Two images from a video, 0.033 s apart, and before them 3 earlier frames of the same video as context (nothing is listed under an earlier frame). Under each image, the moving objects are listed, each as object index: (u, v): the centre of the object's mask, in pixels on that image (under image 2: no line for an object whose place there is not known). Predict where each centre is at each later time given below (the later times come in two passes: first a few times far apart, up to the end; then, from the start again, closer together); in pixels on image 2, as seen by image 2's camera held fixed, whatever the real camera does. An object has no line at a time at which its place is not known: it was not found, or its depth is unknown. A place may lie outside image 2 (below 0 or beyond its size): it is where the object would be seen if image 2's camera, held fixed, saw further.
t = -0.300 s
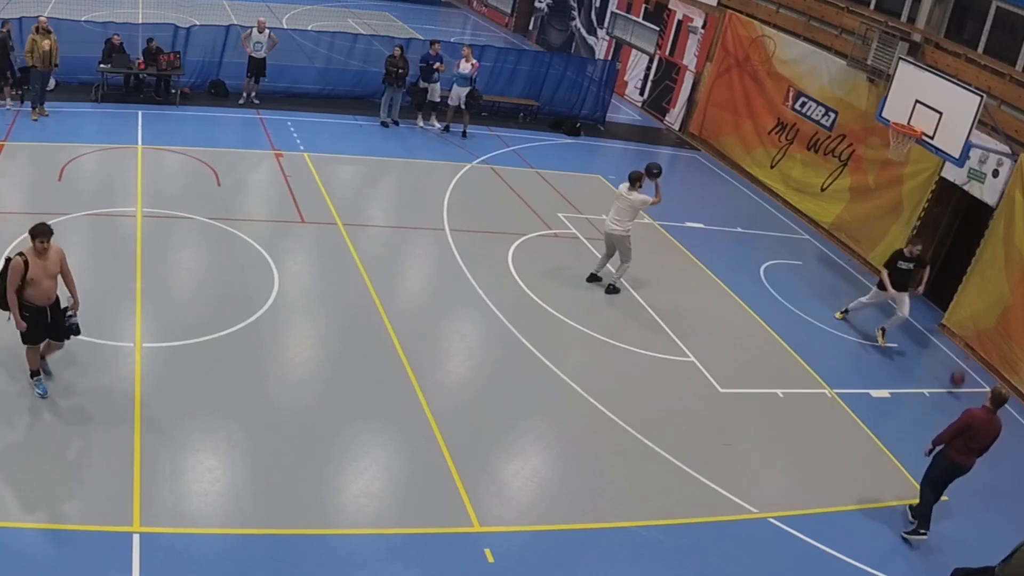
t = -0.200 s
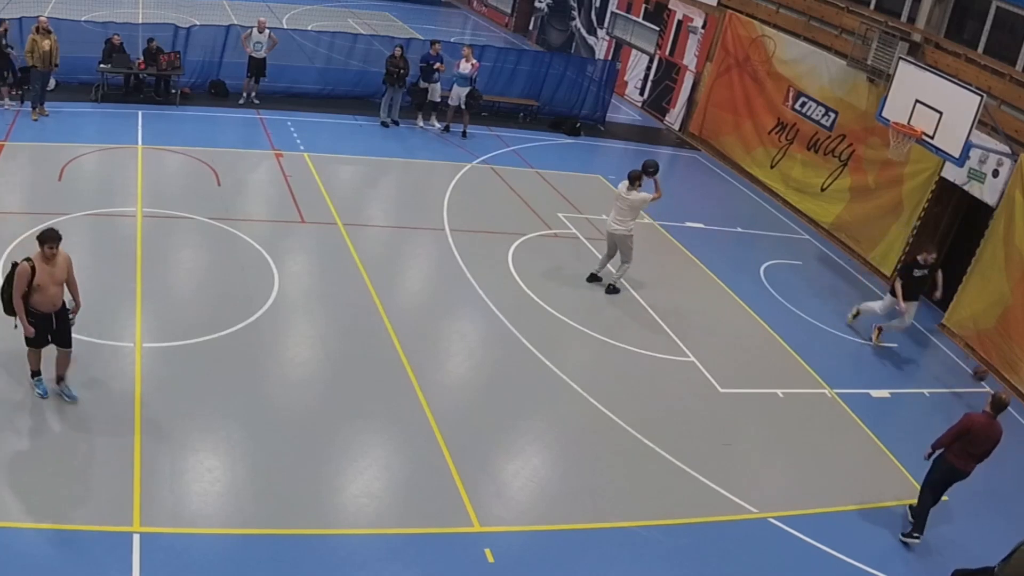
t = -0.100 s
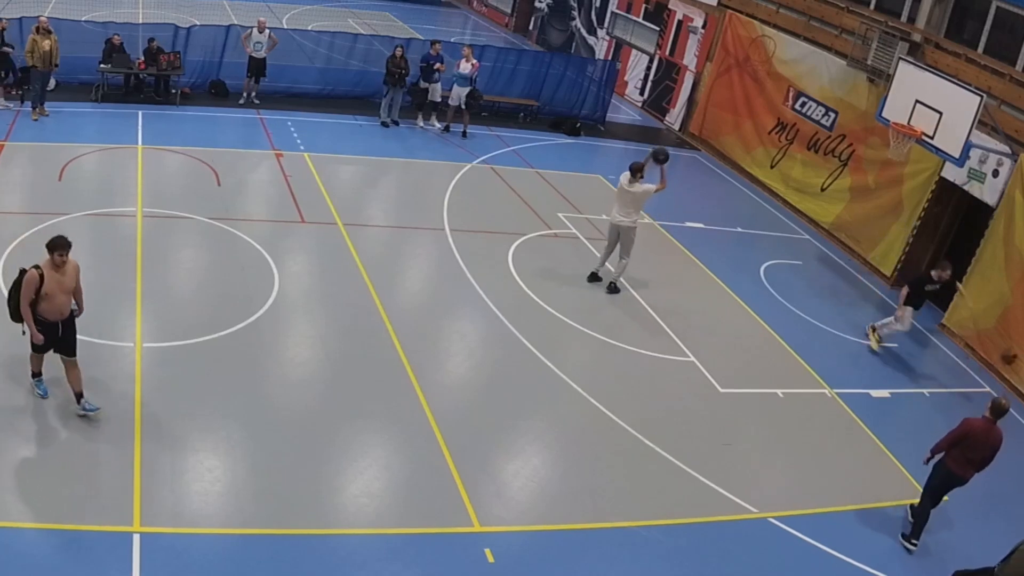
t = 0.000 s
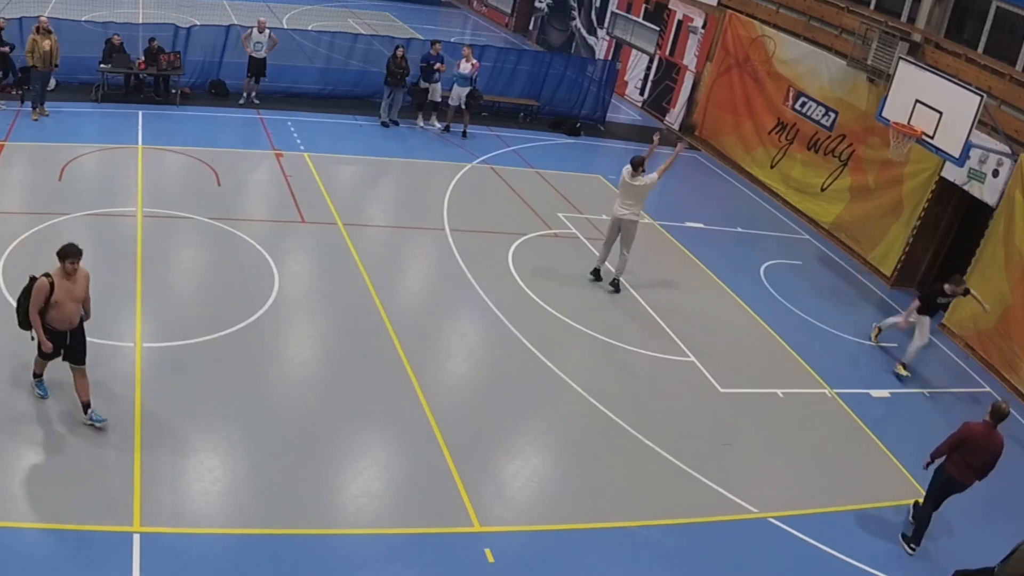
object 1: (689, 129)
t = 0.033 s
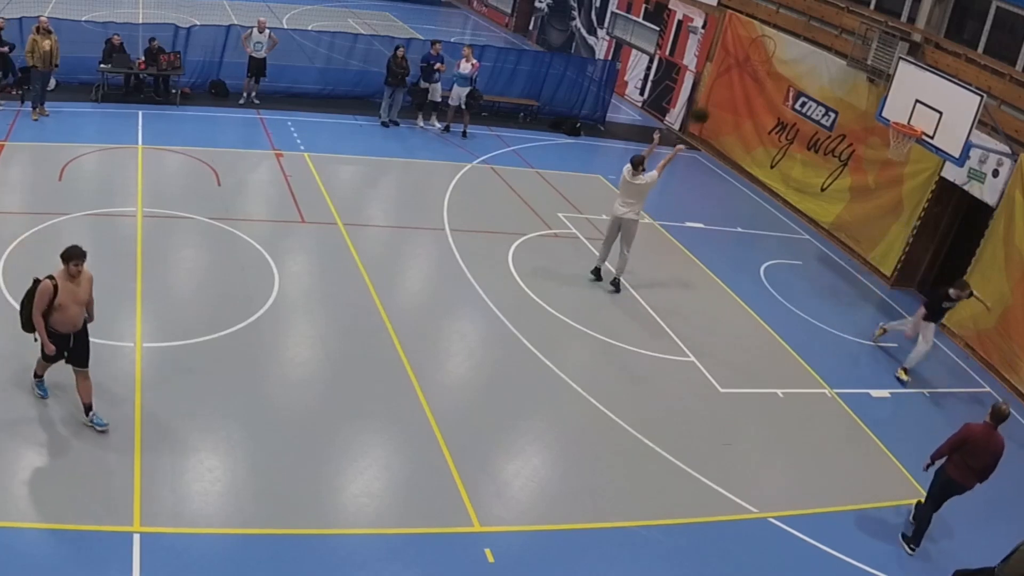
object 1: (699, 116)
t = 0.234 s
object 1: (764, 66)
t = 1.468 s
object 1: (905, 145)
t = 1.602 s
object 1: (897, 165)
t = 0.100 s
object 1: (722, 96)
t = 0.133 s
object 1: (733, 87)
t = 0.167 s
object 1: (744, 80)
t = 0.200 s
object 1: (754, 72)
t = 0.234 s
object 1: (764, 66)
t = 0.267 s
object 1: (774, 61)
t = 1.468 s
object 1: (905, 145)
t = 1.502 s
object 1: (903, 150)
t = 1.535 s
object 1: (901, 154)
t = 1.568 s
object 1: (899, 161)
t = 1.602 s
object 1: (897, 165)
